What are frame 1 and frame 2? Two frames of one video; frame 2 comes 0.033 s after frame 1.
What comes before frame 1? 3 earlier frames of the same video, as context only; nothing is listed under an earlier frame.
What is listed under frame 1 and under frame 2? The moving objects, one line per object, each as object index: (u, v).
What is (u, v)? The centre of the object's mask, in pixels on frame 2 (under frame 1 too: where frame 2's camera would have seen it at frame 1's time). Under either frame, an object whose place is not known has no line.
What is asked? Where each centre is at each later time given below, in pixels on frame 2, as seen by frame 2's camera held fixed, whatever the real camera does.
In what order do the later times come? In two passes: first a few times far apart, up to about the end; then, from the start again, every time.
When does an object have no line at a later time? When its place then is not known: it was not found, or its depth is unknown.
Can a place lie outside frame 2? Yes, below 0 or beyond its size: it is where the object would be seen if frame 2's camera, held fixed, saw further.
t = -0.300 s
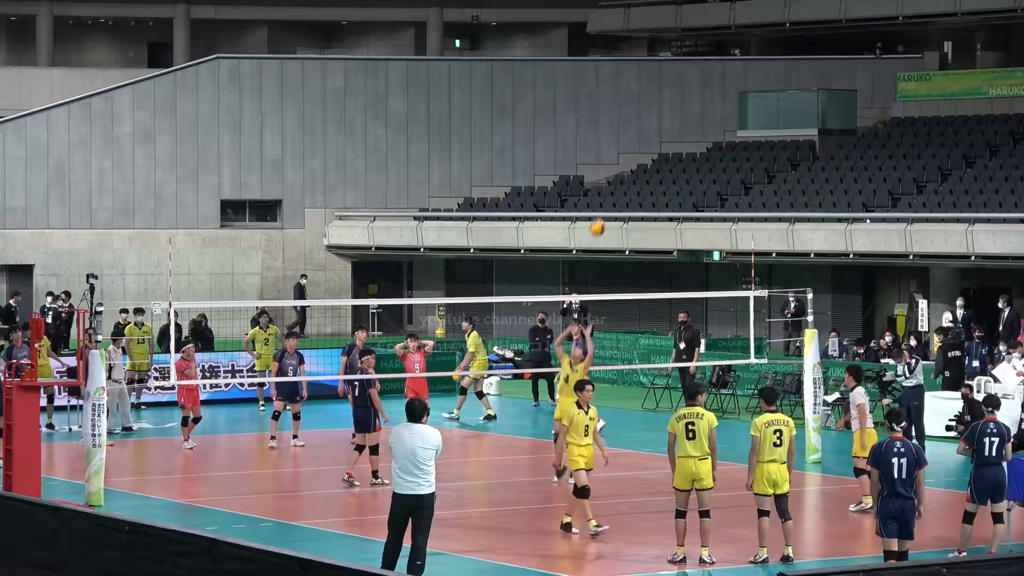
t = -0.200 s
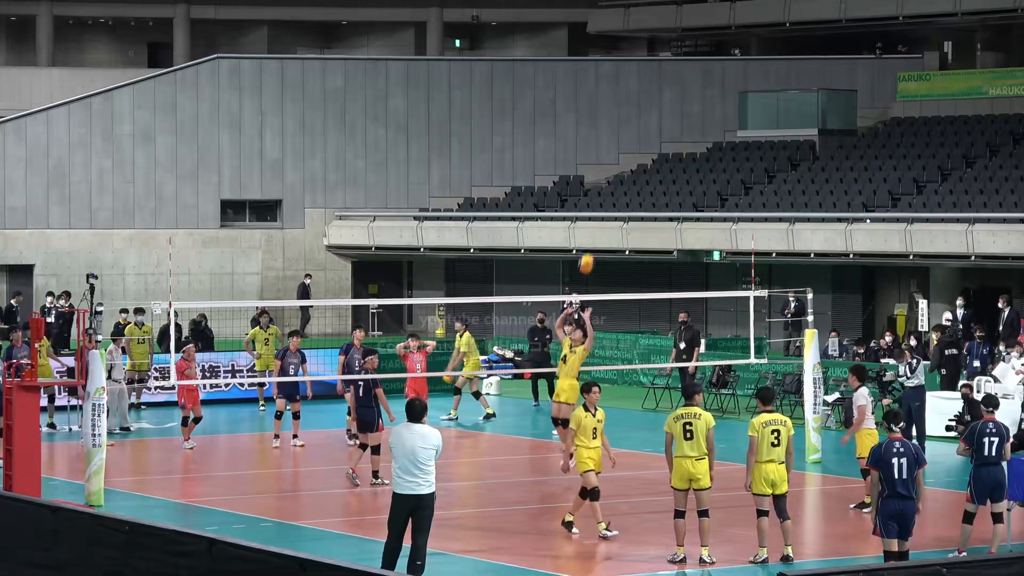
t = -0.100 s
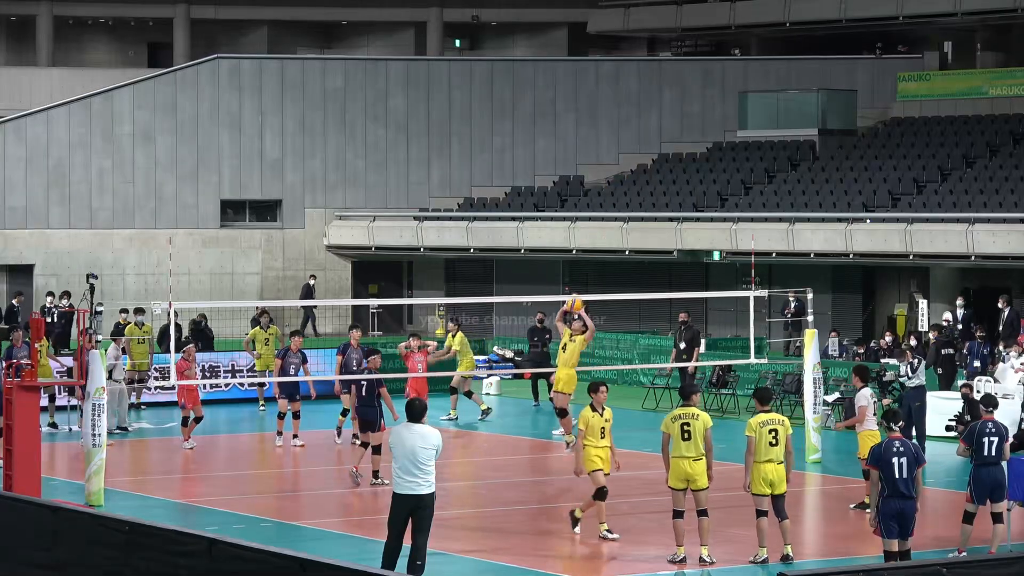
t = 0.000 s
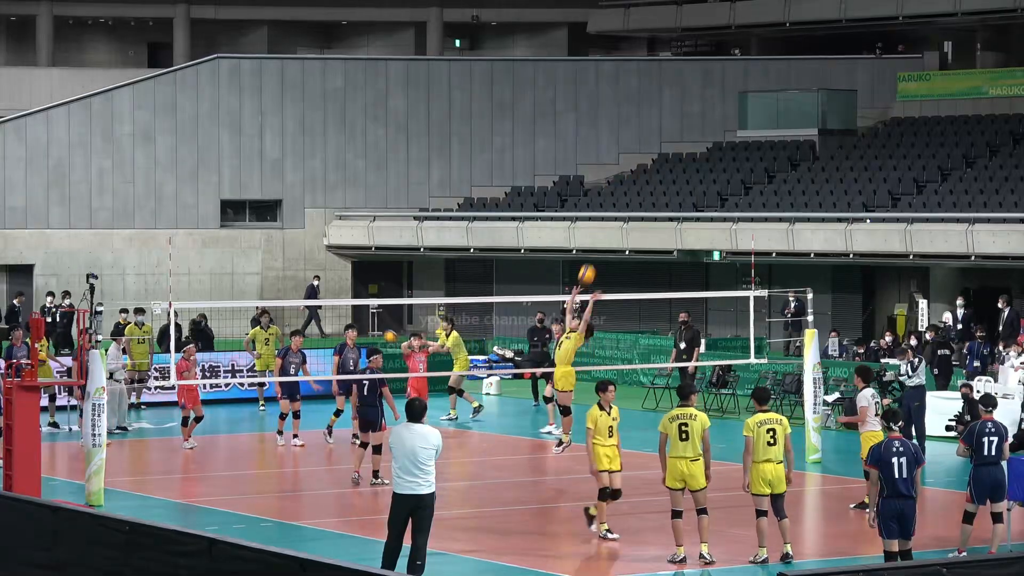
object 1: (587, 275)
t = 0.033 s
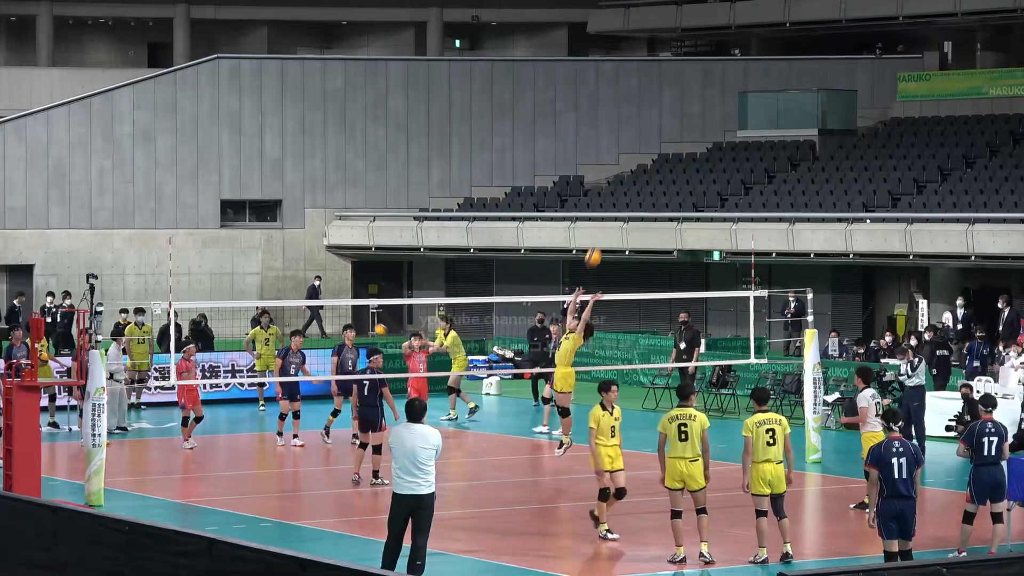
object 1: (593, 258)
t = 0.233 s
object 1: (632, 171)
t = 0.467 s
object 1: (675, 111)
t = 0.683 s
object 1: (713, 92)
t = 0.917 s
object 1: (753, 110)
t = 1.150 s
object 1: (792, 167)
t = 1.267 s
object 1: (811, 210)
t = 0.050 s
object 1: (597, 249)
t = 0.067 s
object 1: (600, 241)
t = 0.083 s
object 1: (604, 232)
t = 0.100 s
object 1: (607, 224)
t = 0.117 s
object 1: (610, 216)
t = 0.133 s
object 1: (613, 209)
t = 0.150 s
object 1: (616, 202)
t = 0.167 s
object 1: (619, 196)
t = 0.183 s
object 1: (623, 189)
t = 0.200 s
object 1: (626, 183)
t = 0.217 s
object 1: (629, 177)
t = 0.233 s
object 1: (632, 171)
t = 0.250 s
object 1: (635, 165)
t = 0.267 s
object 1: (638, 160)
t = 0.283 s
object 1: (641, 154)
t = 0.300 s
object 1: (644, 149)
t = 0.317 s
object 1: (647, 144)
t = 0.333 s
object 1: (650, 140)
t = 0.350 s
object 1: (654, 135)
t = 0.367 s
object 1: (657, 131)
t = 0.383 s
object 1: (660, 127)
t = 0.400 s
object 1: (663, 123)
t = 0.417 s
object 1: (666, 120)
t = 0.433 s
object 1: (669, 117)
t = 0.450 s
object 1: (672, 113)
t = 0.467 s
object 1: (675, 111)
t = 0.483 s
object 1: (678, 108)
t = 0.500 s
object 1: (681, 105)
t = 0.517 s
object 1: (684, 103)
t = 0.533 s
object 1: (687, 101)
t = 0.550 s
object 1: (690, 99)
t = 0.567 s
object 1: (692, 97)
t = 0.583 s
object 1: (696, 95)
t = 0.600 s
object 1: (698, 95)
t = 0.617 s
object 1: (701, 93)
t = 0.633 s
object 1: (704, 92)
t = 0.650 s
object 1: (707, 92)
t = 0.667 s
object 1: (710, 91)
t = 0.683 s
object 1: (713, 92)
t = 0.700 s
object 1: (716, 91)
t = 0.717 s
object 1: (719, 92)
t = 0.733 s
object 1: (722, 92)
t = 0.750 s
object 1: (724, 93)
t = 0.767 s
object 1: (727, 93)
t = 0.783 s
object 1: (730, 94)
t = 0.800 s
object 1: (733, 96)
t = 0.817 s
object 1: (736, 97)
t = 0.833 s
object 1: (739, 99)
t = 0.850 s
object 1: (742, 101)
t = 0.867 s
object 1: (745, 102)
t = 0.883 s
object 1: (748, 105)
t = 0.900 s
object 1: (750, 107)
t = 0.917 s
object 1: (753, 110)
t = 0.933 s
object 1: (756, 112)
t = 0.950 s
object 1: (759, 115)
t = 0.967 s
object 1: (762, 119)
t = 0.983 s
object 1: (764, 122)
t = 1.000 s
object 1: (767, 125)
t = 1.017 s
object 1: (770, 129)
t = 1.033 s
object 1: (773, 134)
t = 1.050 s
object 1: (776, 138)
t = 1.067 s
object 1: (779, 143)
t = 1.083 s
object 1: (781, 147)
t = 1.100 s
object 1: (784, 152)
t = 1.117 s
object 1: (786, 157)
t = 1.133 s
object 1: (789, 161)
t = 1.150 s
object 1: (792, 167)
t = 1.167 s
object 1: (794, 172)
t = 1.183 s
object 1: (797, 178)
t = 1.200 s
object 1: (800, 184)
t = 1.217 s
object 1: (802, 190)
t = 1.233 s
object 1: (805, 196)
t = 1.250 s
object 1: (807, 202)
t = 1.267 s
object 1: (811, 210)
